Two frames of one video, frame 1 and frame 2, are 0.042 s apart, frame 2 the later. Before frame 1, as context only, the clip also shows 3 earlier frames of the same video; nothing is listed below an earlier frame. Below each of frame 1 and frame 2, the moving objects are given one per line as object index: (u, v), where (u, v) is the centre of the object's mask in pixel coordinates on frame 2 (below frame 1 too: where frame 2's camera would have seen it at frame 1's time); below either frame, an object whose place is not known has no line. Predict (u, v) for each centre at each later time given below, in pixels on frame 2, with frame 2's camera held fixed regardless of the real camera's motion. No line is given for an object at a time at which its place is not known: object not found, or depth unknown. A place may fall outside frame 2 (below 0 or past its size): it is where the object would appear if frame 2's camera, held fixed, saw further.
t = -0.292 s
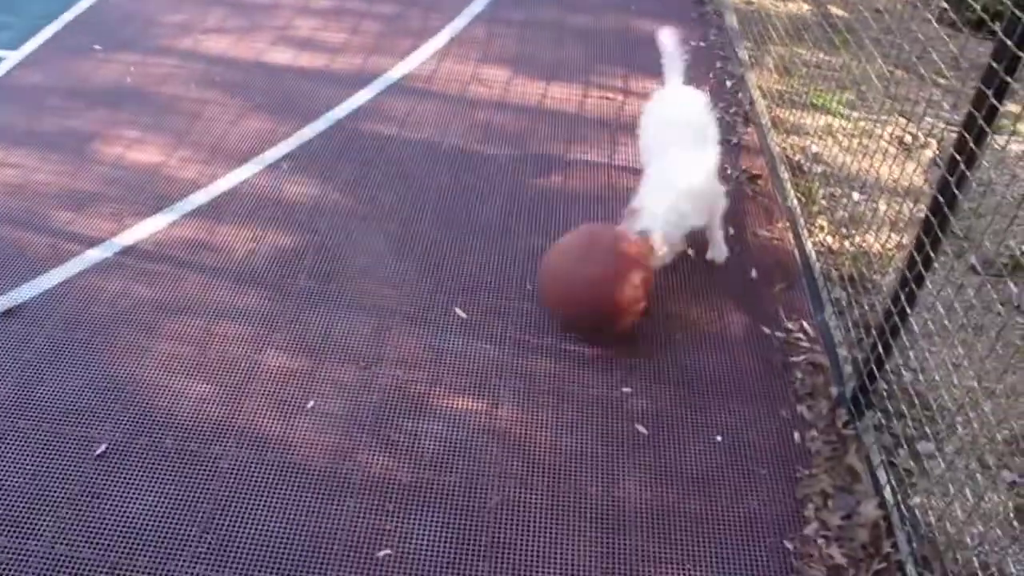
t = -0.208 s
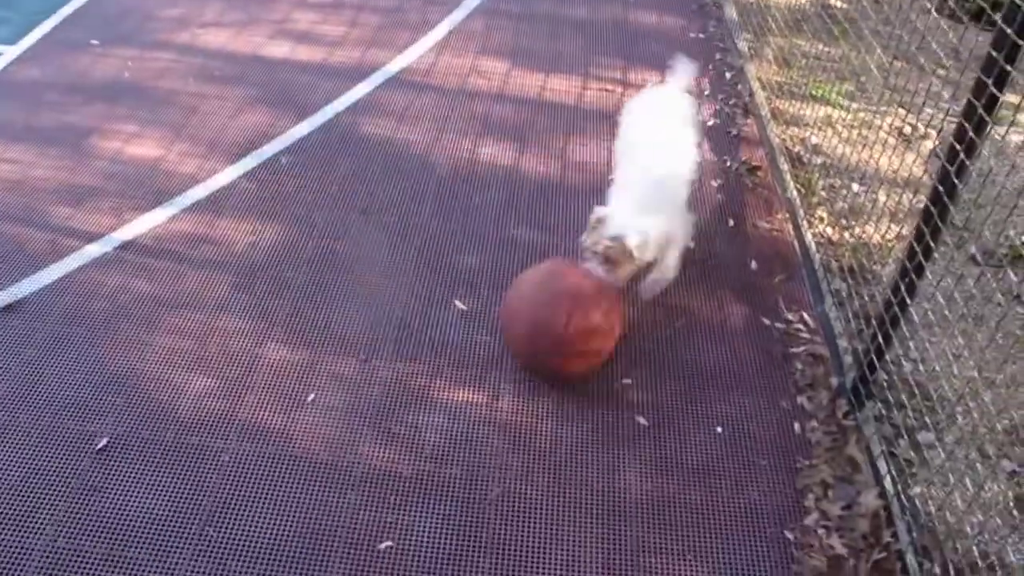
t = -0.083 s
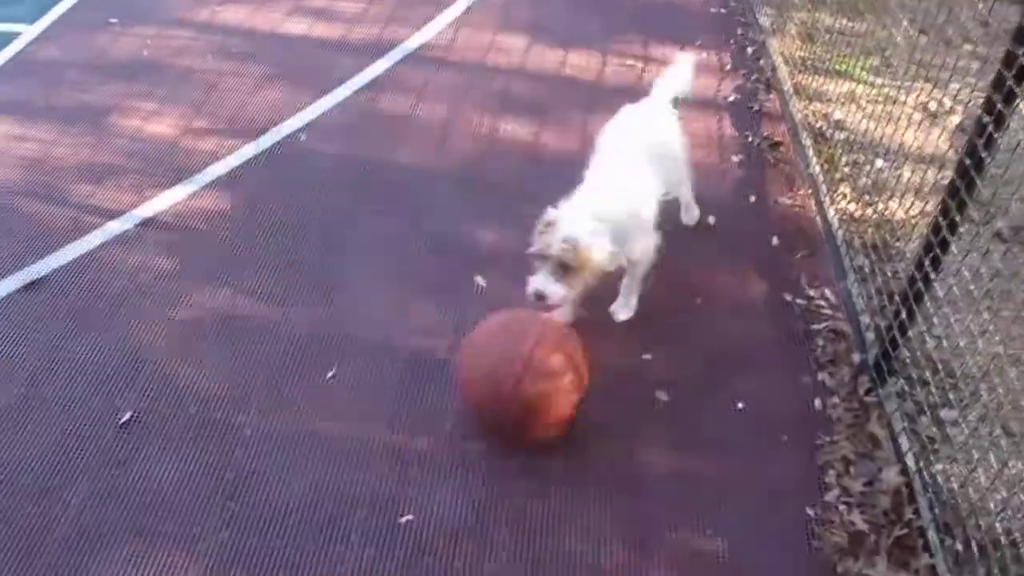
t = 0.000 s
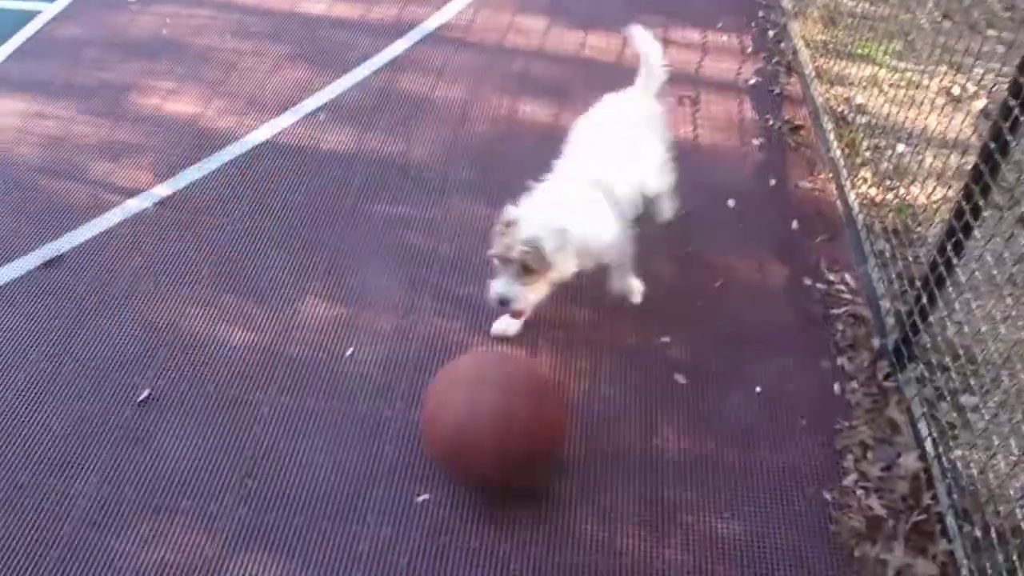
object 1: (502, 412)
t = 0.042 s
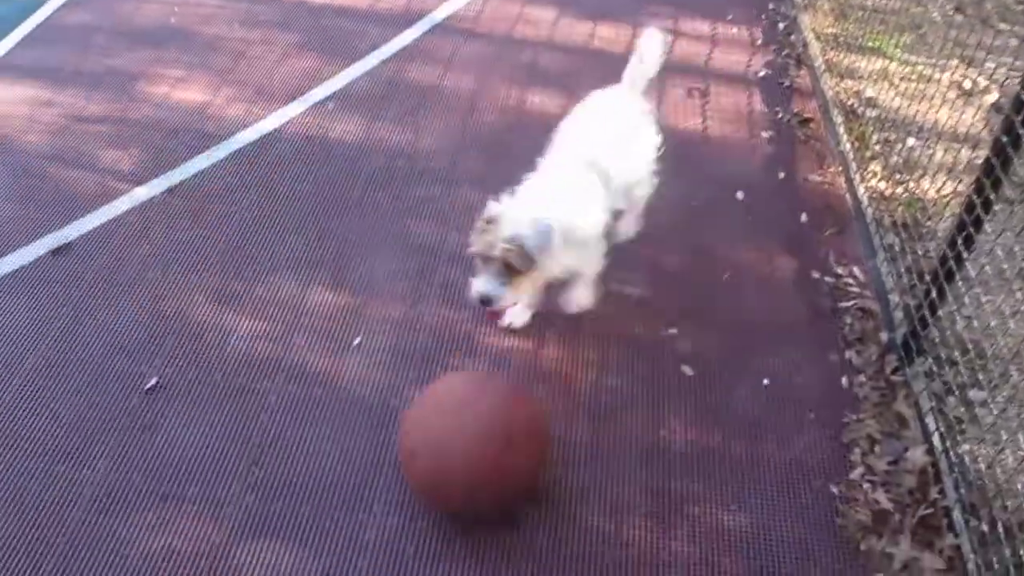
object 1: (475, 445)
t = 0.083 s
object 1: (445, 480)
